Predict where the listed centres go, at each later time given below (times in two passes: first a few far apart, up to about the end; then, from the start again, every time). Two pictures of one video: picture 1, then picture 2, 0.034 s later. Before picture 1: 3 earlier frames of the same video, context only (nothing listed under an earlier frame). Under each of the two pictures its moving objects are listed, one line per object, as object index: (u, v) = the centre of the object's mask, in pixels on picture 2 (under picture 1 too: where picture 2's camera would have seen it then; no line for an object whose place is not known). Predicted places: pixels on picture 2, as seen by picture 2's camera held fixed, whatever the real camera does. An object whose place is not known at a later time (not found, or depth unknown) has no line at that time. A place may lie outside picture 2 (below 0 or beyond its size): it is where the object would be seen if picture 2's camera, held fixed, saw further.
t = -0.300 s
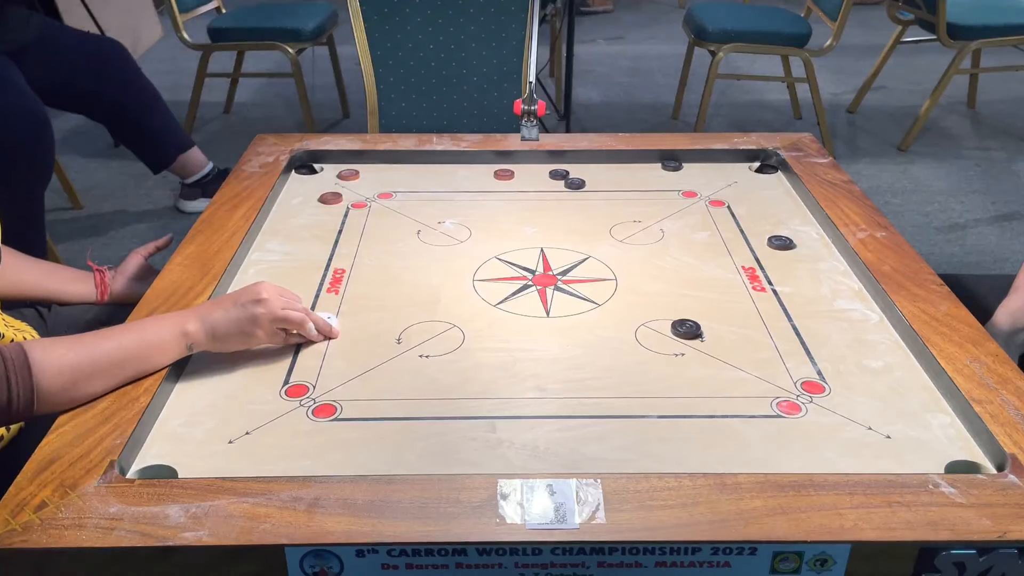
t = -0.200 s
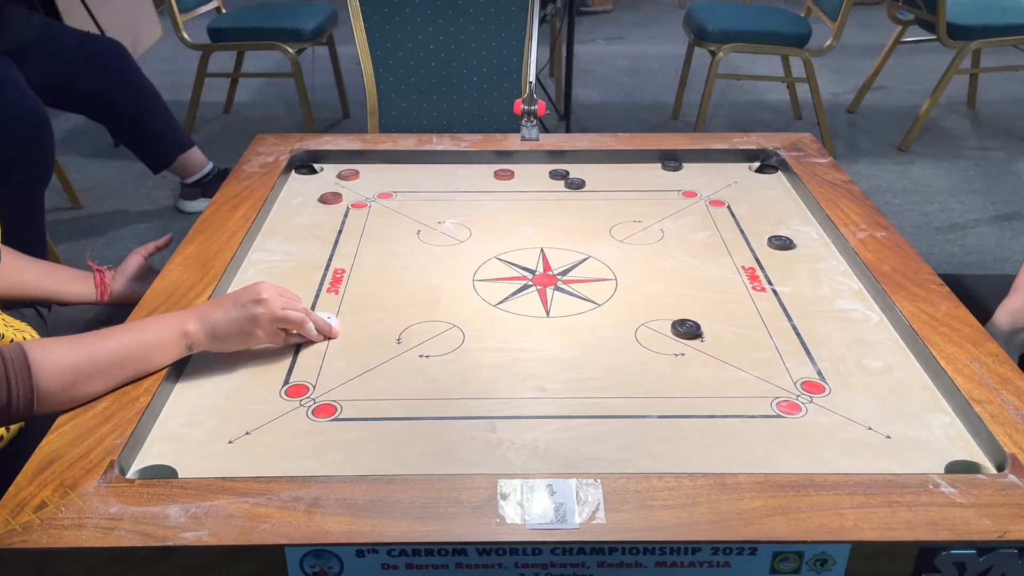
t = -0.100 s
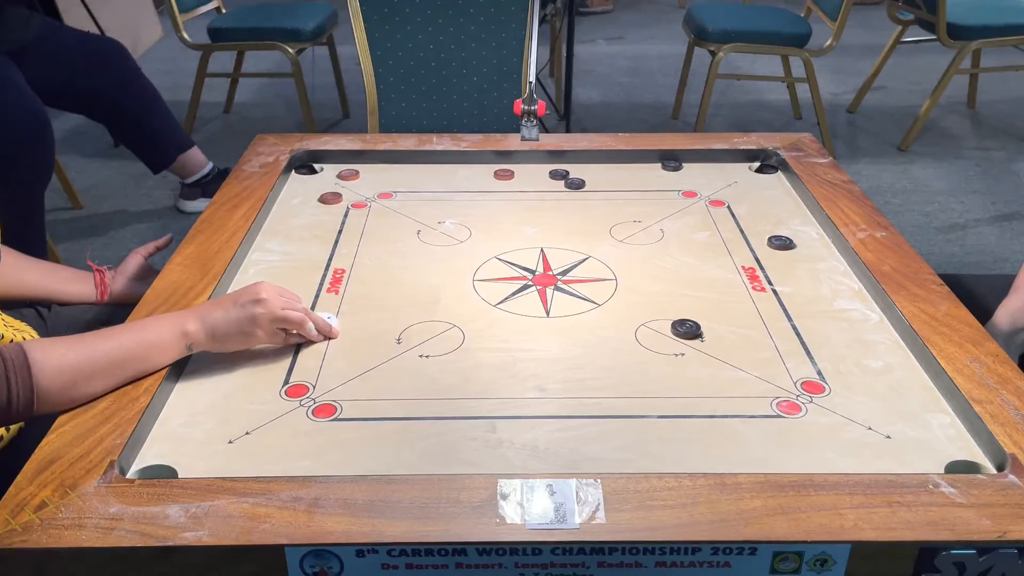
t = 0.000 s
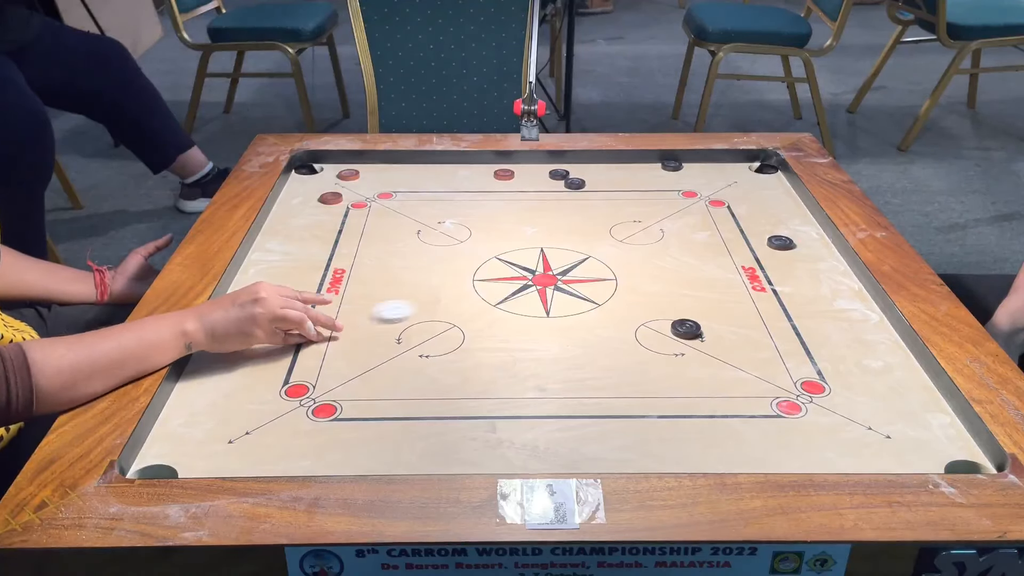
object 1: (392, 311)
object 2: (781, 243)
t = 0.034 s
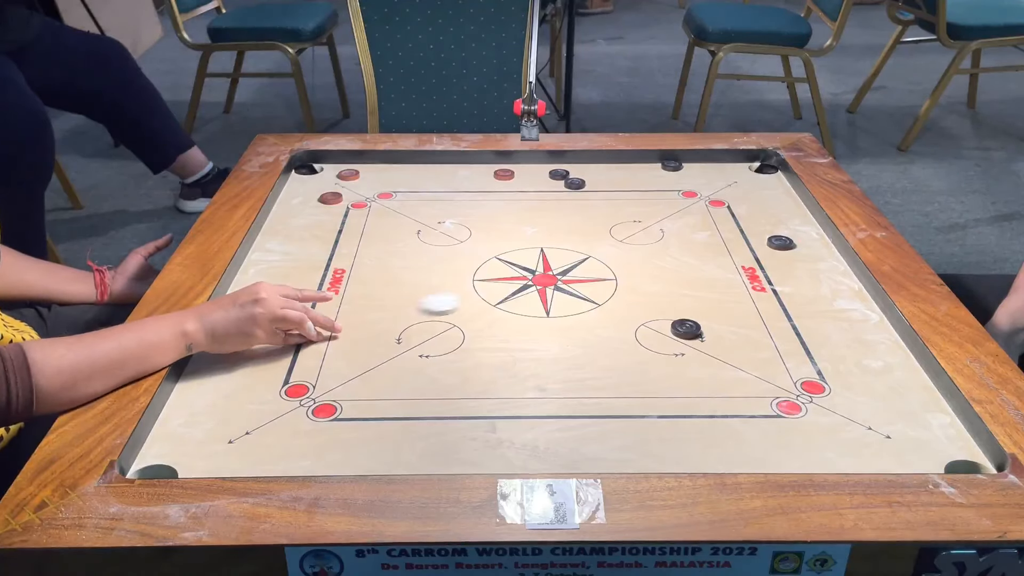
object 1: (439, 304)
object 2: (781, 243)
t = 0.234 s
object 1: (680, 266)
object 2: (781, 243)
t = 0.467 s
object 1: (795, 252)
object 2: (737, 211)
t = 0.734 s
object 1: (691, 252)
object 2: (599, 179)
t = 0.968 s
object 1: (641, 252)
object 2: (574, 169)
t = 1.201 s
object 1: (628, 252)
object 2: (573, 169)
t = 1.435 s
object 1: (628, 252)
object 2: (573, 169)
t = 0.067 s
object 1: (483, 297)
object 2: (781, 243)
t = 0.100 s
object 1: (526, 290)
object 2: (781, 243)
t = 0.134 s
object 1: (567, 283)
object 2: (781, 242)
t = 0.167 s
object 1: (606, 277)
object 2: (781, 243)
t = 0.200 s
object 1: (644, 271)
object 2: (781, 243)
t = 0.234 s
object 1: (680, 266)
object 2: (781, 243)
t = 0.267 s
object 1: (715, 260)
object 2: (781, 243)
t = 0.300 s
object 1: (748, 255)
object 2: (781, 243)
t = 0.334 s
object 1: (776, 252)
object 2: (795, 237)
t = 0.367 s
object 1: (797, 252)
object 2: (805, 227)
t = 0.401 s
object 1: (817, 252)
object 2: (781, 221)
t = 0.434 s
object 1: (811, 252)
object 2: (758, 216)
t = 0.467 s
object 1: (795, 252)
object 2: (737, 211)
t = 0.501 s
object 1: (779, 252)
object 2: (717, 206)
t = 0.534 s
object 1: (765, 251)
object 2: (697, 202)
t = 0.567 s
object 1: (751, 252)
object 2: (679, 198)
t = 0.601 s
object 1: (737, 252)
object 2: (661, 194)
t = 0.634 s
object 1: (724, 252)
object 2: (645, 190)
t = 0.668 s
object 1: (713, 252)
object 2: (629, 186)
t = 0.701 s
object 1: (702, 252)
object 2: (614, 183)
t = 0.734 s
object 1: (691, 252)
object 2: (599, 179)
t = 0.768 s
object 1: (682, 252)
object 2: (586, 176)
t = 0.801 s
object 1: (673, 252)
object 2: (580, 174)
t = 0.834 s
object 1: (665, 252)
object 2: (578, 173)
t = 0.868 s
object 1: (658, 252)
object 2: (576, 171)
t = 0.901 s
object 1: (651, 252)
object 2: (576, 170)
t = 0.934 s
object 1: (645, 252)
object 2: (575, 169)
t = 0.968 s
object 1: (641, 252)
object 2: (574, 169)
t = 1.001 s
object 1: (636, 252)
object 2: (574, 169)
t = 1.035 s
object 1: (633, 252)
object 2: (574, 169)
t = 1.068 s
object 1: (630, 252)
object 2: (574, 169)
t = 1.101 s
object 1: (629, 252)
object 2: (574, 169)
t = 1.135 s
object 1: (628, 252)
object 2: (573, 169)
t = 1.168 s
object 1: (628, 252)
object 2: (573, 169)
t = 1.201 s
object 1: (628, 252)
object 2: (573, 169)
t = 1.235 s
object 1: (628, 252)
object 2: (573, 169)
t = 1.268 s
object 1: (628, 252)
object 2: (573, 169)
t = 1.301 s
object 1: (628, 252)
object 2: (574, 169)
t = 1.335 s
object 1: (628, 252)
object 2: (574, 169)
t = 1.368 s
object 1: (628, 252)
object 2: (574, 169)
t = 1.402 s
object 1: (628, 252)
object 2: (574, 169)
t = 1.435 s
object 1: (628, 252)
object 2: (573, 169)
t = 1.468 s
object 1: (628, 252)
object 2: (573, 169)
